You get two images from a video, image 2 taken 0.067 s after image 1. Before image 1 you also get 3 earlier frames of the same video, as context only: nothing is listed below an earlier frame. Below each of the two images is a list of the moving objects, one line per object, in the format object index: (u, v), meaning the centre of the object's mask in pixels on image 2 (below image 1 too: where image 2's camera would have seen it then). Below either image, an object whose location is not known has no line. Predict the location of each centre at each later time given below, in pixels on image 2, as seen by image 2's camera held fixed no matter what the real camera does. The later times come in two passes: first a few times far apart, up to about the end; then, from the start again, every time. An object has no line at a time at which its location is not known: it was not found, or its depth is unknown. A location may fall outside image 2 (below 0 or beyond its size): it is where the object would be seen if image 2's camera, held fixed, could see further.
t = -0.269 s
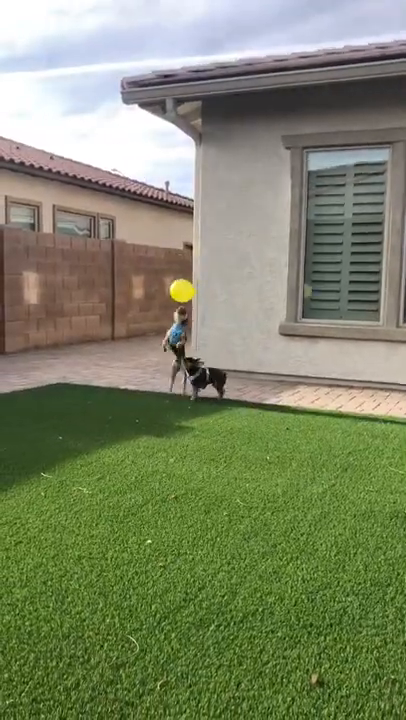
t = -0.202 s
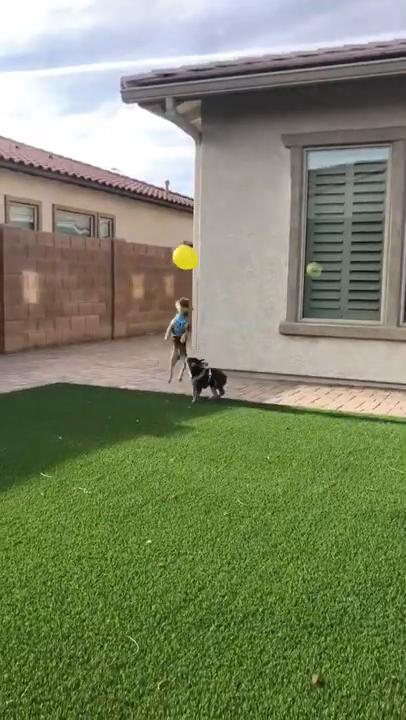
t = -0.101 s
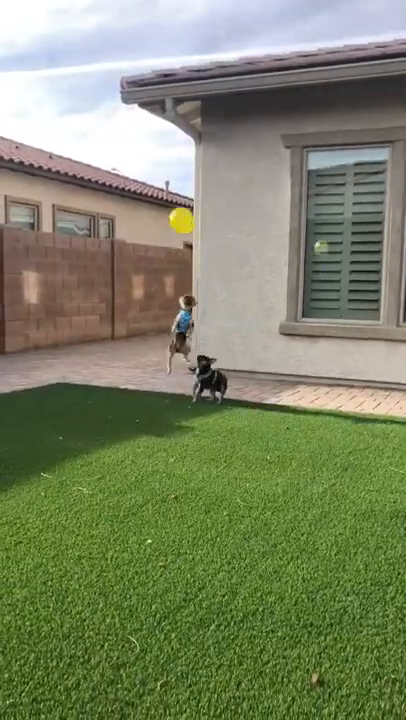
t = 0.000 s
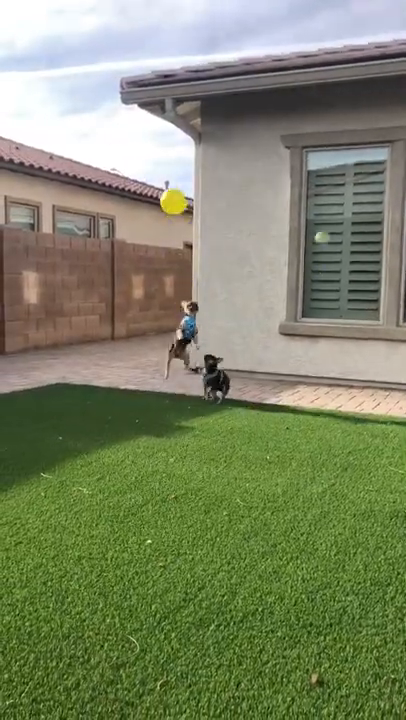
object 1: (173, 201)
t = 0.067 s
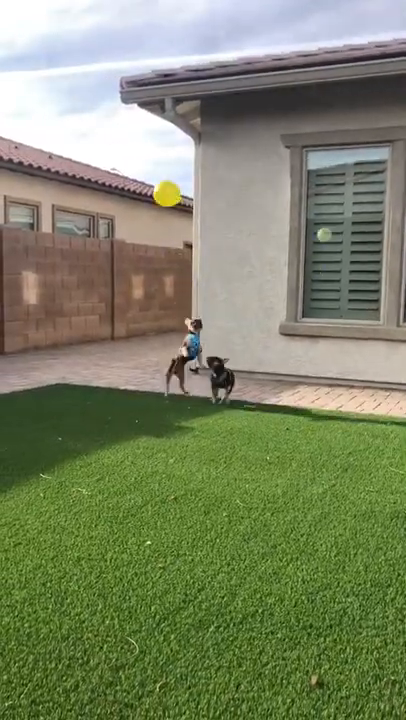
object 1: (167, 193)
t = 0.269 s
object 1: (161, 192)
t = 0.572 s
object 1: (156, 218)
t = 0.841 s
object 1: (152, 265)
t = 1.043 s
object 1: (146, 309)
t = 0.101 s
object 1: (165, 192)
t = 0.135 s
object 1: (164, 192)
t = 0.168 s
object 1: (163, 191)
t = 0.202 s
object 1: (163, 191)
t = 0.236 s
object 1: (162, 191)
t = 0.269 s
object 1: (161, 192)
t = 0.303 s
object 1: (160, 193)
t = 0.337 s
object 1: (159, 195)
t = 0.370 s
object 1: (159, 197)
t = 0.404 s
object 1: (158, 200)
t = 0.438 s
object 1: (158, 202)
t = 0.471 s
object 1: (157, 205)
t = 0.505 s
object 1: (157, 209)
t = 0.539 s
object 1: (156, 213)
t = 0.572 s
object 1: (156, 218)
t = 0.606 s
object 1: (156, 222)
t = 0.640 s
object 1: (155, 227)
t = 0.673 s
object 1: (155, 234)
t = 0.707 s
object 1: (154, 239)
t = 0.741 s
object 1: (154, 245)
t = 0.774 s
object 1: (153, 252)
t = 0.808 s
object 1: (153, 258)
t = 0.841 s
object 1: (152, 265)
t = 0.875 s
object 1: (151, 272)
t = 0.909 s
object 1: (150, 280)
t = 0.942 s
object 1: (149, 287)
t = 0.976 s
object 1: (148, 295)
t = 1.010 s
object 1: (147, 302)
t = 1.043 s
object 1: (146, 309)
